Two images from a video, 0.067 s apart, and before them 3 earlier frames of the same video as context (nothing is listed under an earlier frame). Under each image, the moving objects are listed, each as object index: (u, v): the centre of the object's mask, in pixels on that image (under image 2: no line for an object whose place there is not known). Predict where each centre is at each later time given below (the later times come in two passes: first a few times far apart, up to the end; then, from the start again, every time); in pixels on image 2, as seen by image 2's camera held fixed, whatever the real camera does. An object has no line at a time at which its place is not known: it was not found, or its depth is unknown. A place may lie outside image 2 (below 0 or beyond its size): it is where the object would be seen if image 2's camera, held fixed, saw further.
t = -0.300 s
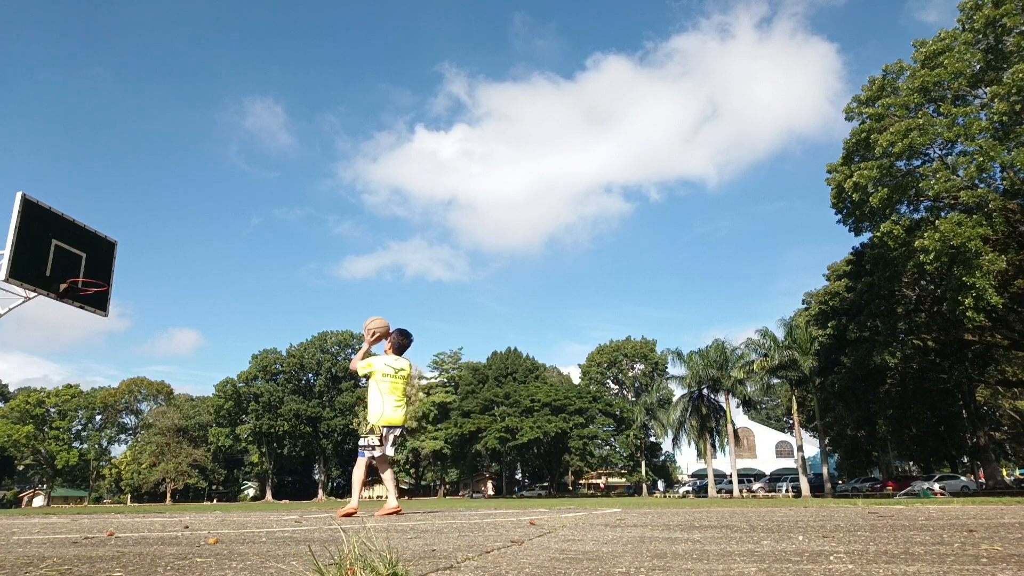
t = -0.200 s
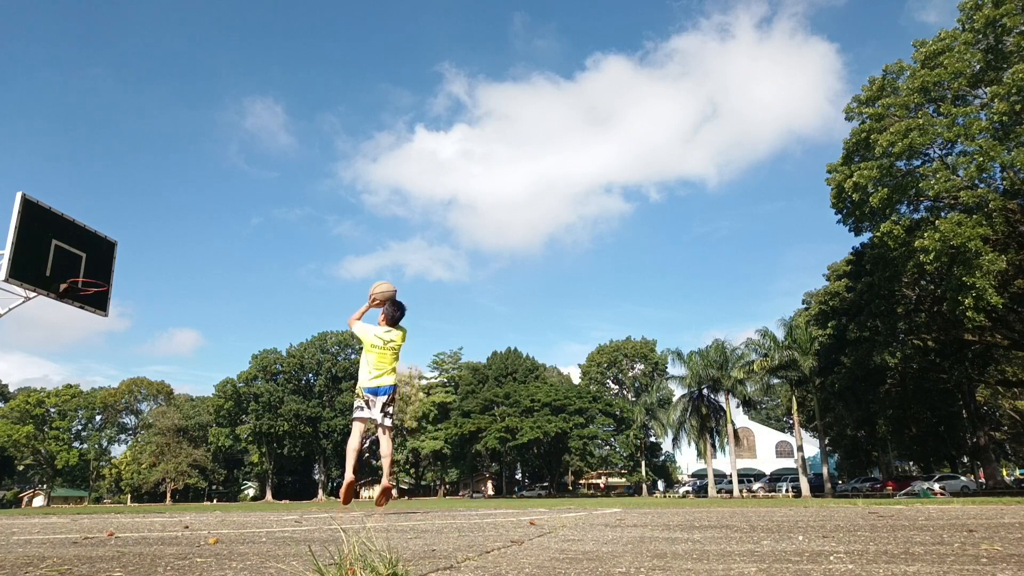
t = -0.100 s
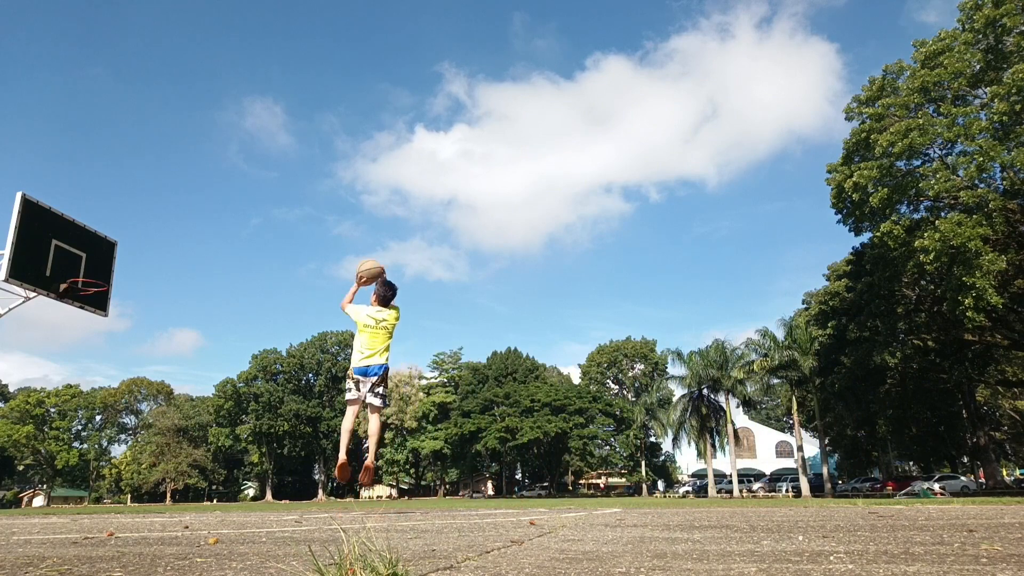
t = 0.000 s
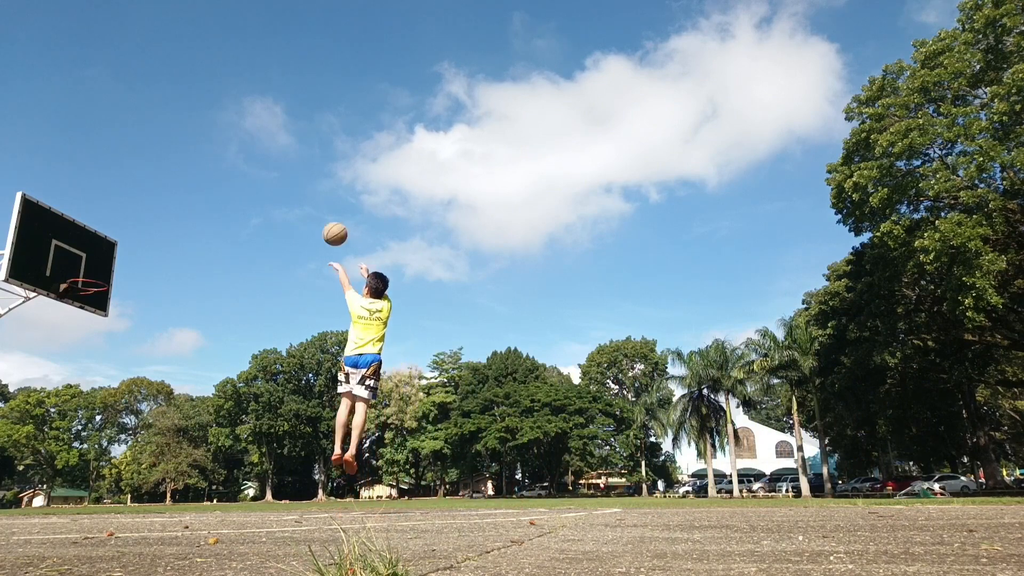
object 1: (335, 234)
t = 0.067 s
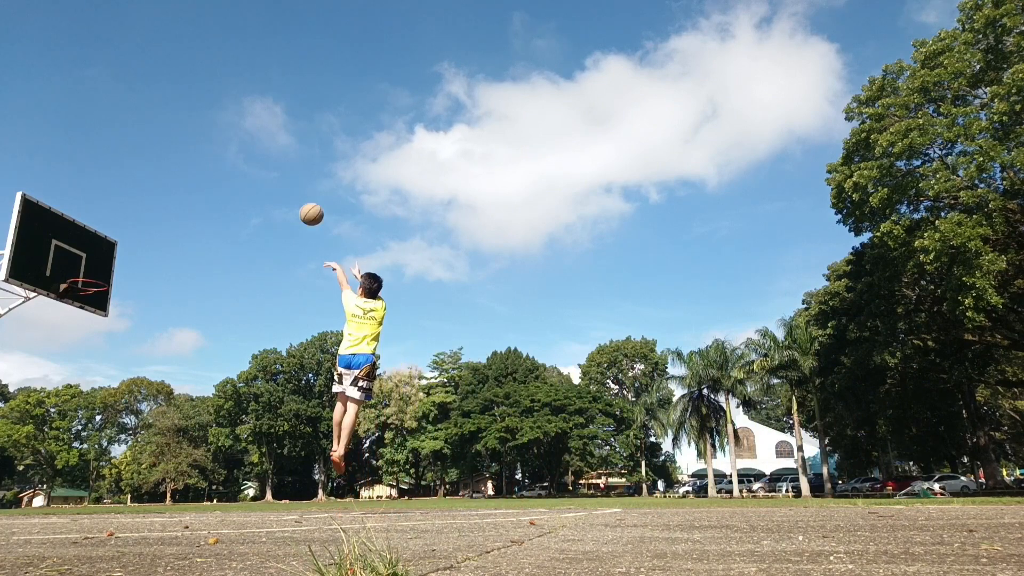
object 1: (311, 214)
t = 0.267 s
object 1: (249, 183)
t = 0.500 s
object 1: (185, 190)
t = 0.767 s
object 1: (118, 240)
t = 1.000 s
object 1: (95, 297)
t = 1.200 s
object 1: (144, 348)
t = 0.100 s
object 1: (300, 206)
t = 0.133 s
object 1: (289, 200)
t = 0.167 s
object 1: (279, 194)
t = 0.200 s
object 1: (268, 189)
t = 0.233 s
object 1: (258, 186)
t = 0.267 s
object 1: (249, 183)
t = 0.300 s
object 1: (239, 182)
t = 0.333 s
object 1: (230, 181)
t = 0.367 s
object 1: (221, 181)
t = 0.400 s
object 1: (212, 182)
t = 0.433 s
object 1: (203, 184)
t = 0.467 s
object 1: (194, 187)
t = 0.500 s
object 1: (185, 190)
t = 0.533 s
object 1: (176, 194)
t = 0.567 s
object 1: (168, 199)
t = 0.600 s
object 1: (160, 204)
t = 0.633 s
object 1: (151, 210)
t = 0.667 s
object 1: (143, 217)
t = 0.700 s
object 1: (135, 224)
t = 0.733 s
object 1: (126, 232)
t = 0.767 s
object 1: (118, 240)
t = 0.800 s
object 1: (109, 249)
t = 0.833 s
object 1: (101, 259)
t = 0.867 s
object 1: (93, 270)
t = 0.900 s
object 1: (85, 278)
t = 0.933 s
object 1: (78, 286)
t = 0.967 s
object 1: (86, 291)
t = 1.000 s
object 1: (95, 297)
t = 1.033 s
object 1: (103, 303)
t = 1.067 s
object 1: (112, 310)
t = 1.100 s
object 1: (120, 319)
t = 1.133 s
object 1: (128, 327)
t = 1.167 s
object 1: (136, 337)
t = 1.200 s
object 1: (144, 348)
